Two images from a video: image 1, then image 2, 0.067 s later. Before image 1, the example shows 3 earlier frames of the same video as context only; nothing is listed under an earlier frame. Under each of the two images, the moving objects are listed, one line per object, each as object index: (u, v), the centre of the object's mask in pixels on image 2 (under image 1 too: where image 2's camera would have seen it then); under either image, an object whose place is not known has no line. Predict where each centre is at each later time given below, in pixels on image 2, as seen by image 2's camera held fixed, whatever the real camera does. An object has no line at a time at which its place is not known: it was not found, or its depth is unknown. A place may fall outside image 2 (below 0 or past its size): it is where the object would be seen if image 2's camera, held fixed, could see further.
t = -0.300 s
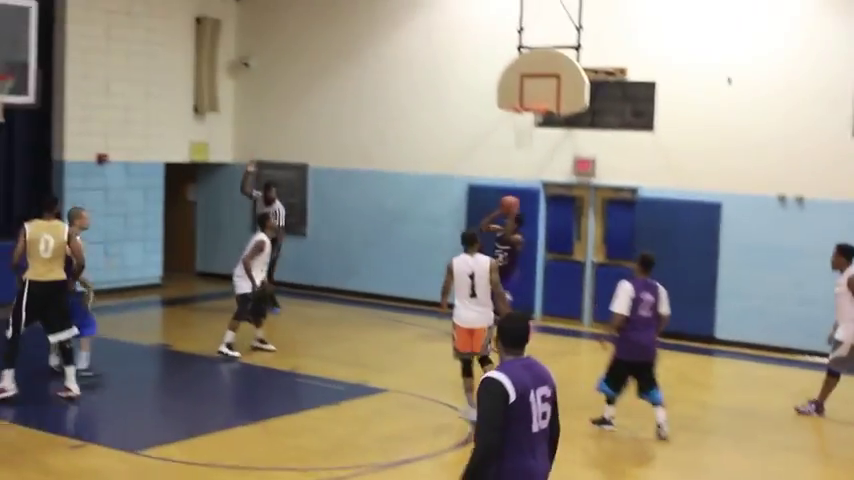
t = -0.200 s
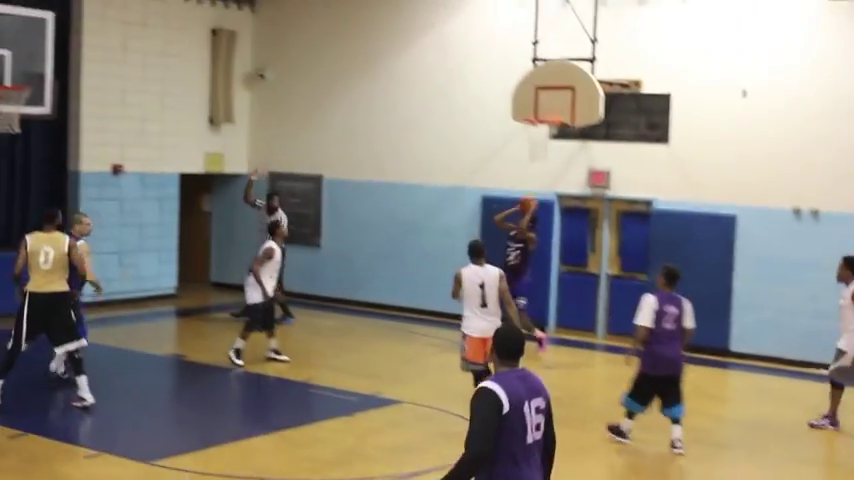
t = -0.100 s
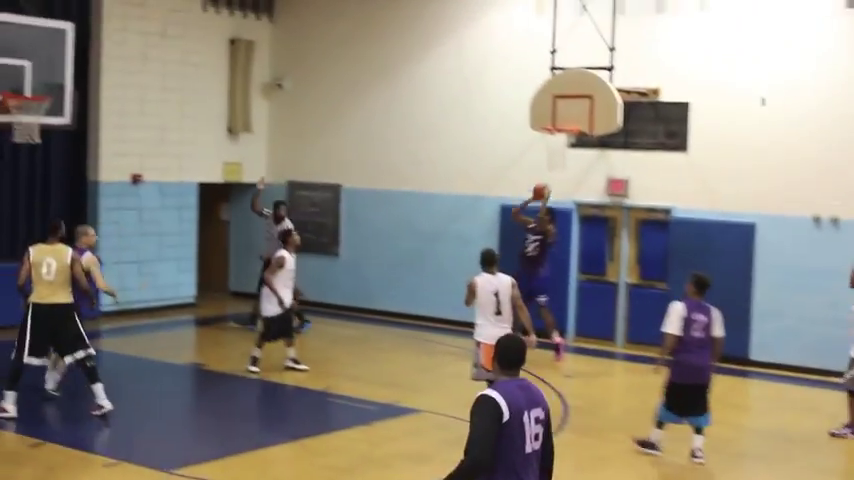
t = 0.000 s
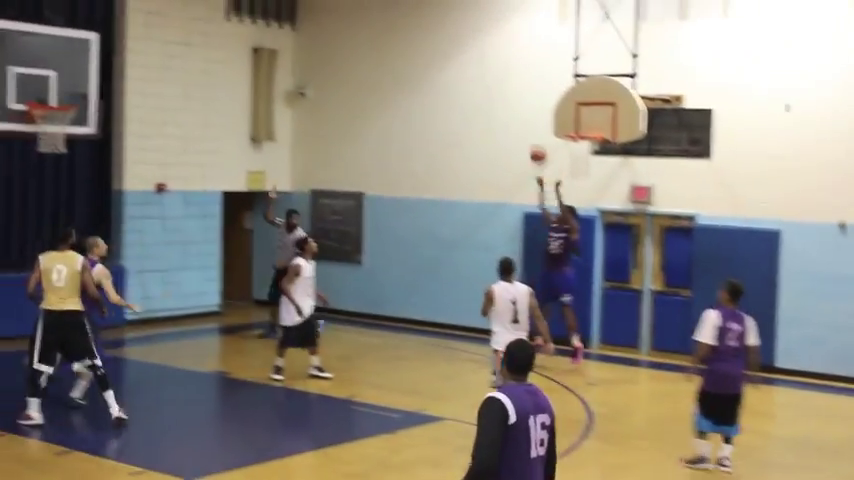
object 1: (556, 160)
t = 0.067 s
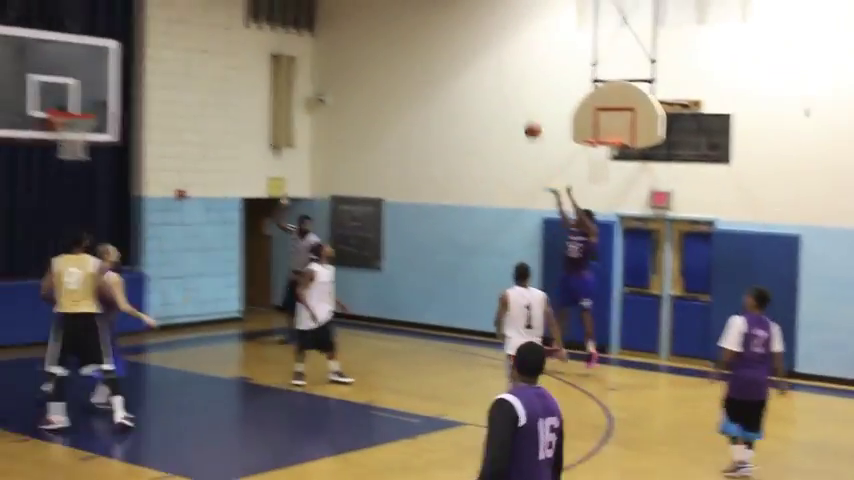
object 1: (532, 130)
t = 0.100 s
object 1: (520, 116)
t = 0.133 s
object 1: (507, 102)
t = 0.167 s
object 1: (495, 90)
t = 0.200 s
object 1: (483, 77)
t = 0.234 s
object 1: (470, 66)
